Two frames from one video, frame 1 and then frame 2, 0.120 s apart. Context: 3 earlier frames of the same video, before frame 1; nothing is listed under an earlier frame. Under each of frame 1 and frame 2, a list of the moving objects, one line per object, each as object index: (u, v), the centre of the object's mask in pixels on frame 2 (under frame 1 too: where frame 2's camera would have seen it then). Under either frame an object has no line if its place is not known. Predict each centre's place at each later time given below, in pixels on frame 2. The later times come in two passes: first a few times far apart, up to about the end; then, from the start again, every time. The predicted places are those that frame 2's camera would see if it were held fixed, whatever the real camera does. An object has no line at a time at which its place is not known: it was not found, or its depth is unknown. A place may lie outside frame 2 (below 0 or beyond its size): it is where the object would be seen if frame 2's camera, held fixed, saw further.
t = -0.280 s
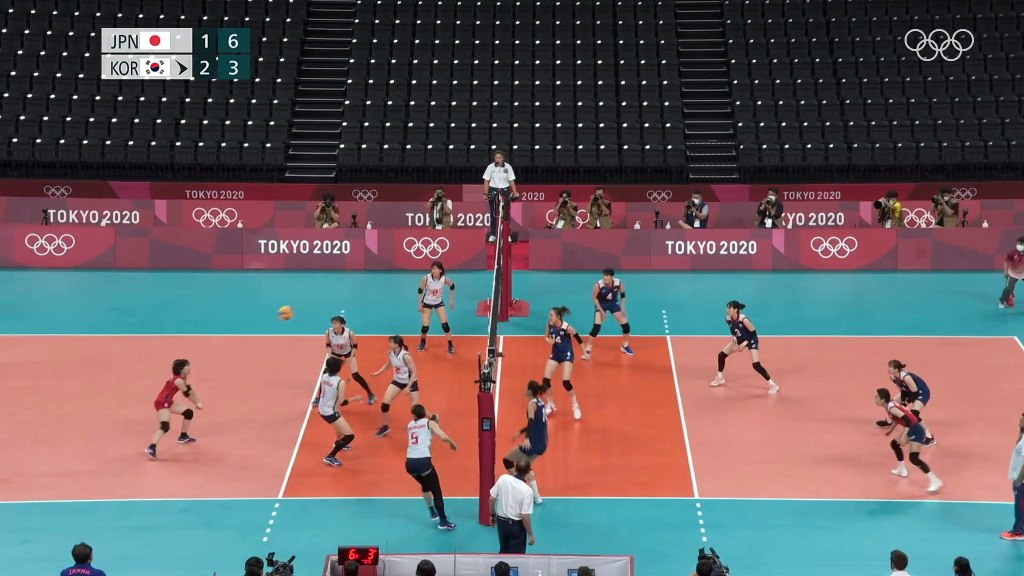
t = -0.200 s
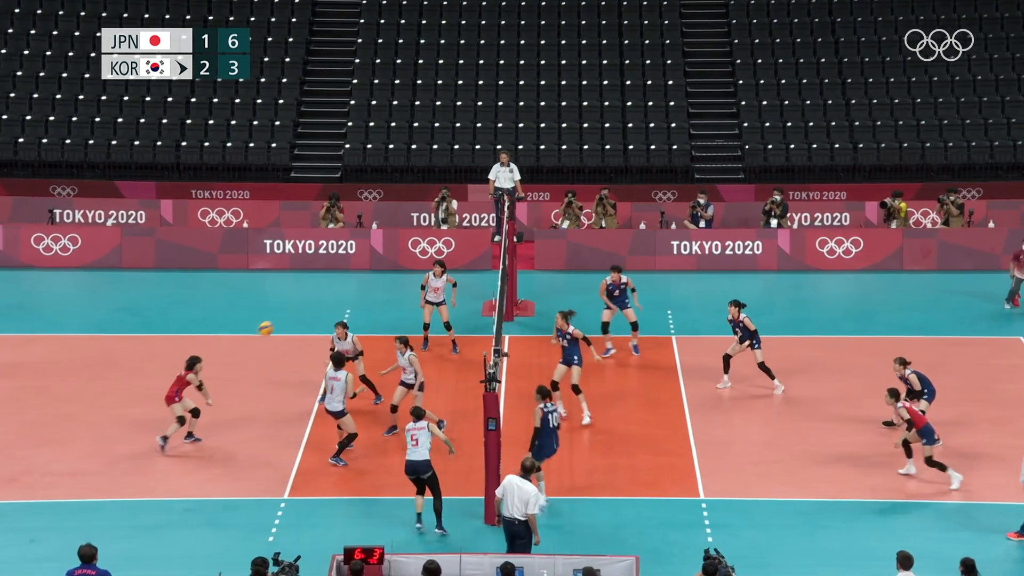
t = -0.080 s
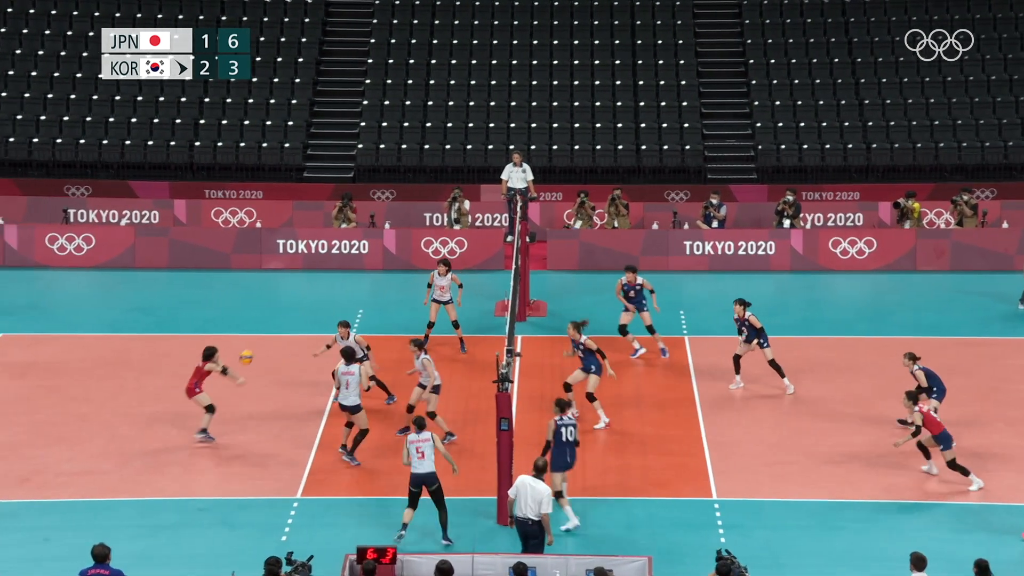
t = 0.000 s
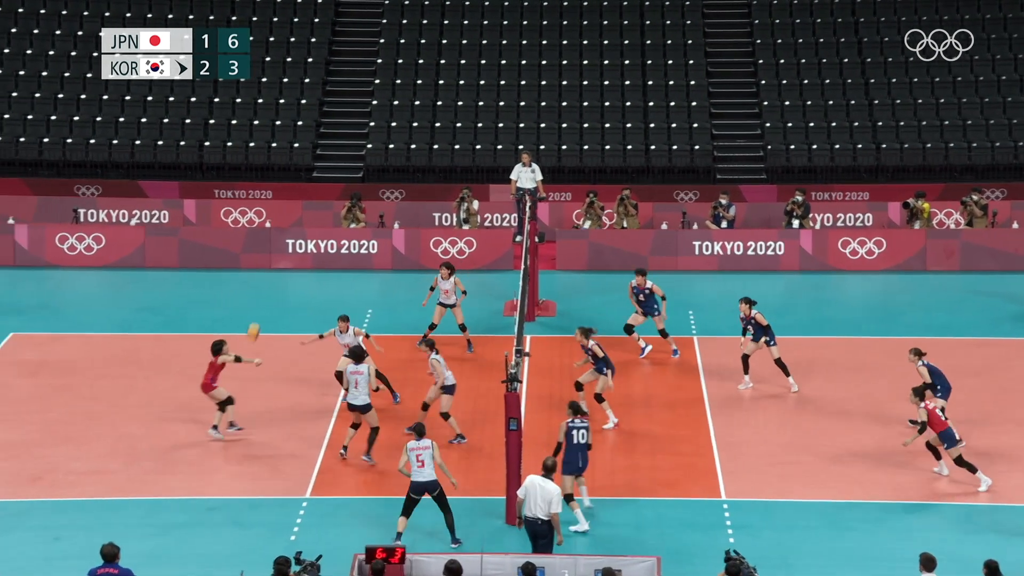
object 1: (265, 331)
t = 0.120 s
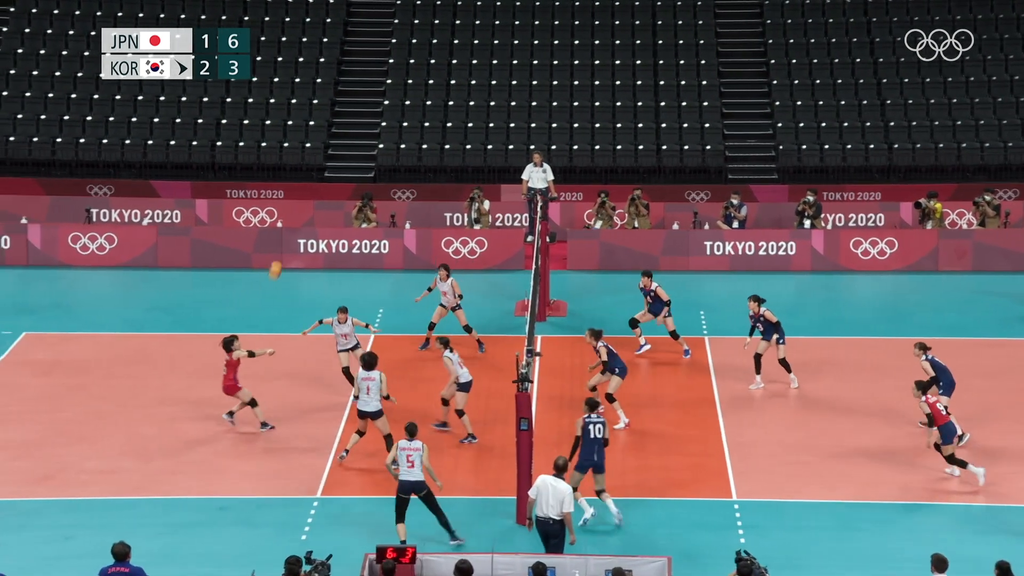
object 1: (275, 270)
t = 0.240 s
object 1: (286, 217)
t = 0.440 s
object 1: (304, 147)
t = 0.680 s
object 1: (325, 99)
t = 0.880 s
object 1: (342, 87)
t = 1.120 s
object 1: (364, 106)
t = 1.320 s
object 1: (382, 148)
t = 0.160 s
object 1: (280, 247)
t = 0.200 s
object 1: (284, 233)
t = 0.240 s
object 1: (286, 217)
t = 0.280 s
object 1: (290, 199)
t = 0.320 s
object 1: (294, 185)
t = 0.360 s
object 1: (297, 172)
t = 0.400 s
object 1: (301, 159)
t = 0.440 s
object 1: (304, 147)
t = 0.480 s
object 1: (308, 136)
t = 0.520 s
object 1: (311, 128)
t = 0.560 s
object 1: (315, 118)
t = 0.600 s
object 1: (318, 111)
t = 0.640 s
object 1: (321, 105)
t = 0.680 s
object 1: (325, 99)
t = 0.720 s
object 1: (328, 95)
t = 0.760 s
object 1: (332, 91)
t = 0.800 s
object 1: (335, 89)
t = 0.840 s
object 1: (338, 88)
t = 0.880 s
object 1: (342, 87)
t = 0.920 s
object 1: (346, 88)
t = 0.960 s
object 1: (350, 90)
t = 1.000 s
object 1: (353, 92)
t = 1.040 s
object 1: (356, 95)
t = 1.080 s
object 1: (361, 101)
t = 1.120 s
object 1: (364, 106)
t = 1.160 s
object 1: (368, 114)
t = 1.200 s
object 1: (371, 121)
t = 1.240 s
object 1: (375, 128)
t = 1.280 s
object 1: (379, 139)
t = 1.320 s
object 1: (382, 148)
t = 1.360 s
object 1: (386, 162)
